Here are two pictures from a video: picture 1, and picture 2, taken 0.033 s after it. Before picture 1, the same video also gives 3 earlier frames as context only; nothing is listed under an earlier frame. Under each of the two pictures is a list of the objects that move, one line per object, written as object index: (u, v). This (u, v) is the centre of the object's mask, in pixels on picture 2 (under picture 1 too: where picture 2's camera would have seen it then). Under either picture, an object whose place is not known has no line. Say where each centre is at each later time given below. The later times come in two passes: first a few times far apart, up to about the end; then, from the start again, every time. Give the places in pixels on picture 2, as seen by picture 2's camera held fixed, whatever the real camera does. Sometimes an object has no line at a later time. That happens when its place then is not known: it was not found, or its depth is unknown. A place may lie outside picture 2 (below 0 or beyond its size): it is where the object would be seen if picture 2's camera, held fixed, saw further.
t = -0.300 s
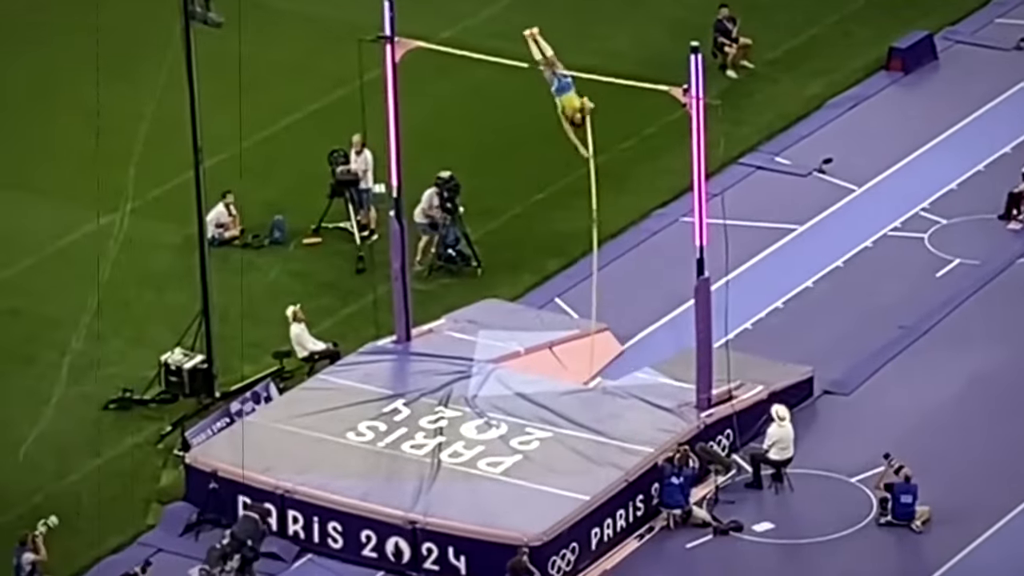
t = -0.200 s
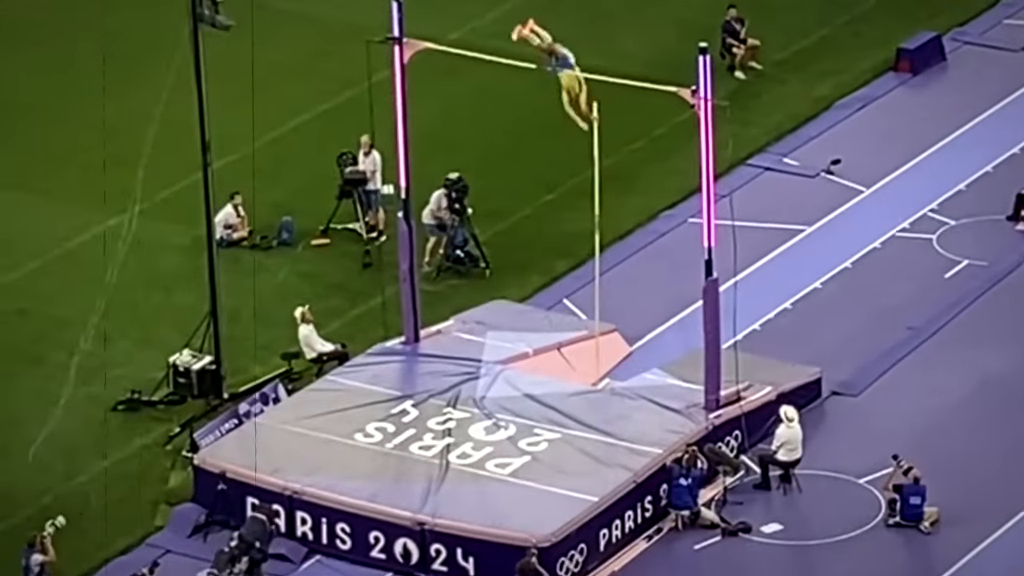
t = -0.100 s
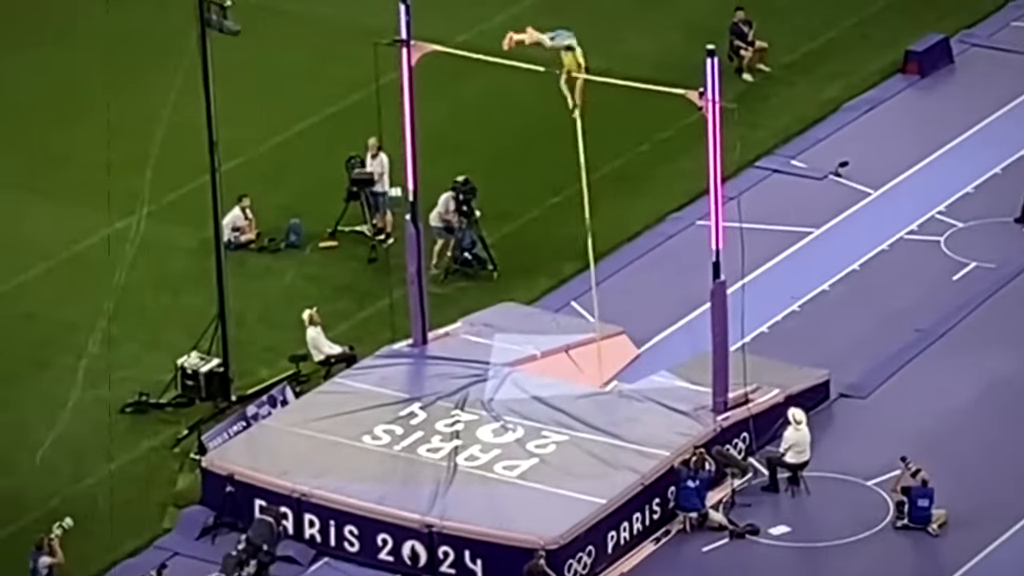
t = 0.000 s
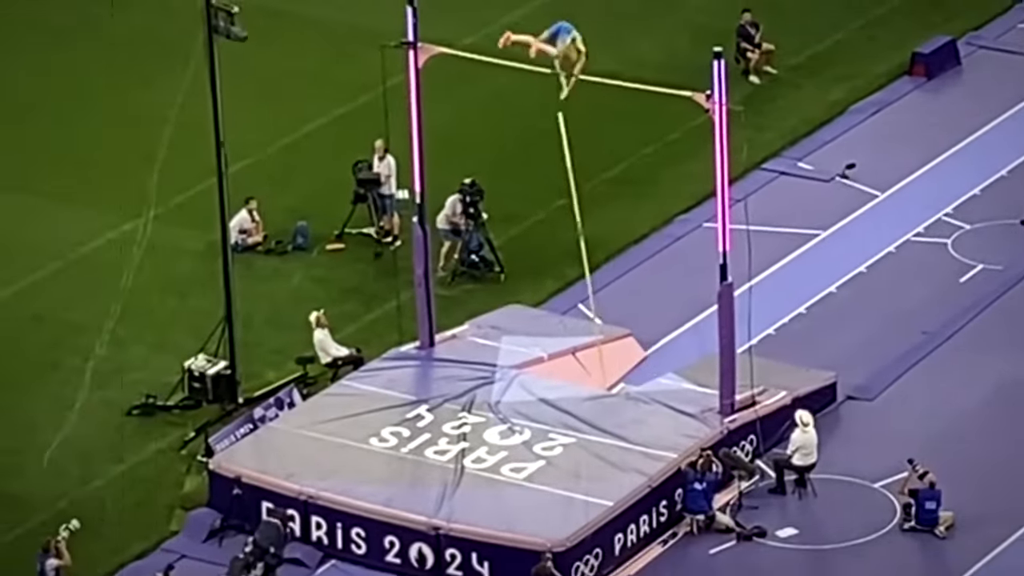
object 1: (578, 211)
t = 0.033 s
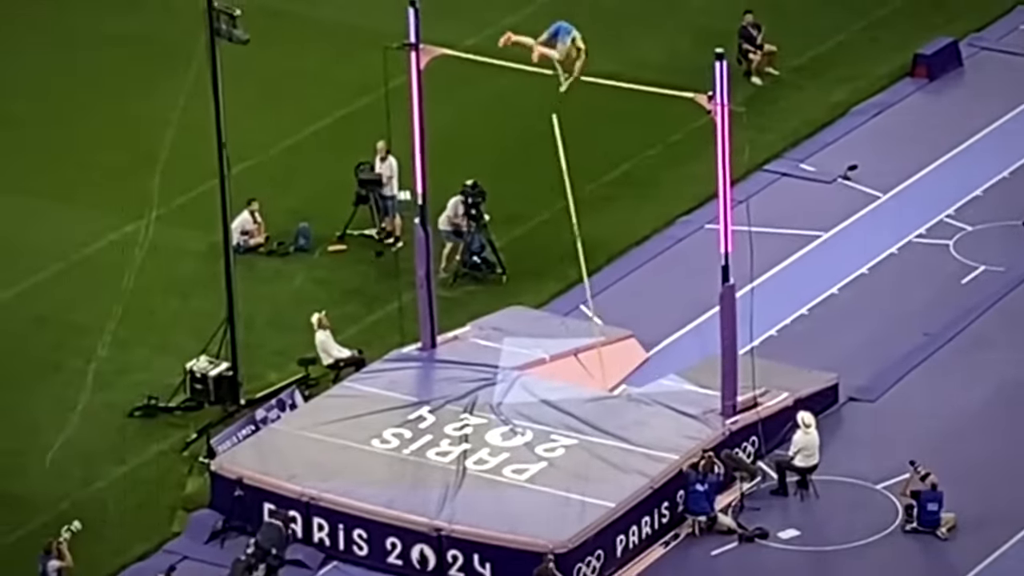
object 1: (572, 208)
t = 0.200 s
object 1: (543, 215)
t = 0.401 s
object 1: (502, 225)
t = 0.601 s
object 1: (455, 249)
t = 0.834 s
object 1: (388, 295)
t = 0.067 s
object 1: (566, 208)
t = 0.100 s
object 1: (560, 210)
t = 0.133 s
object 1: (554, 210)
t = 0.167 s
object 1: (549, 214)
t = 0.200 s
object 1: (543, 215)
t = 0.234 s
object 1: (536, 217)
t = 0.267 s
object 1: (530, 218)
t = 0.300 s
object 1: (523, 220)
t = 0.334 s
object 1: (517, 223)
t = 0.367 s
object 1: (509, 223)
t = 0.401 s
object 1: (502, 225)
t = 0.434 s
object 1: (494, 229)
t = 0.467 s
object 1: (486, 231)
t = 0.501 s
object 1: (478, 235)
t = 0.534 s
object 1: (471, 240)
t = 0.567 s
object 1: (461, 242)
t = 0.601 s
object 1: (455, 249)
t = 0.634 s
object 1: (441, 250)
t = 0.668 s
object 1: (430, 254)
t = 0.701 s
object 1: (423, 262)
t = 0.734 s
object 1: (412, 269)
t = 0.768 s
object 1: (402, 276)
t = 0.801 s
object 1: (393, 285)
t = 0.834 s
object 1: (388, 295)
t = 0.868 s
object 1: (378, 304)
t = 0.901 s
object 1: (373, 316)
